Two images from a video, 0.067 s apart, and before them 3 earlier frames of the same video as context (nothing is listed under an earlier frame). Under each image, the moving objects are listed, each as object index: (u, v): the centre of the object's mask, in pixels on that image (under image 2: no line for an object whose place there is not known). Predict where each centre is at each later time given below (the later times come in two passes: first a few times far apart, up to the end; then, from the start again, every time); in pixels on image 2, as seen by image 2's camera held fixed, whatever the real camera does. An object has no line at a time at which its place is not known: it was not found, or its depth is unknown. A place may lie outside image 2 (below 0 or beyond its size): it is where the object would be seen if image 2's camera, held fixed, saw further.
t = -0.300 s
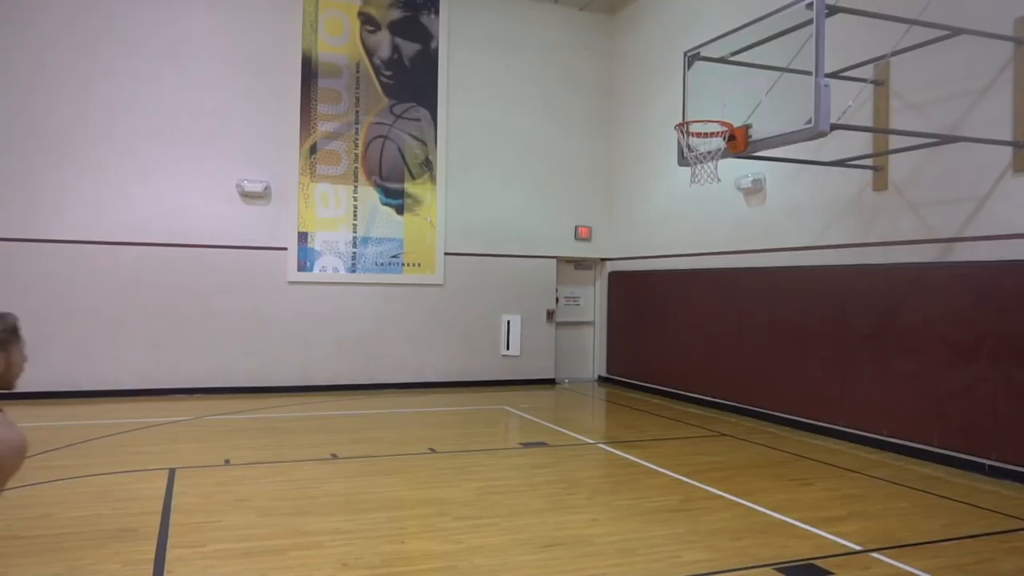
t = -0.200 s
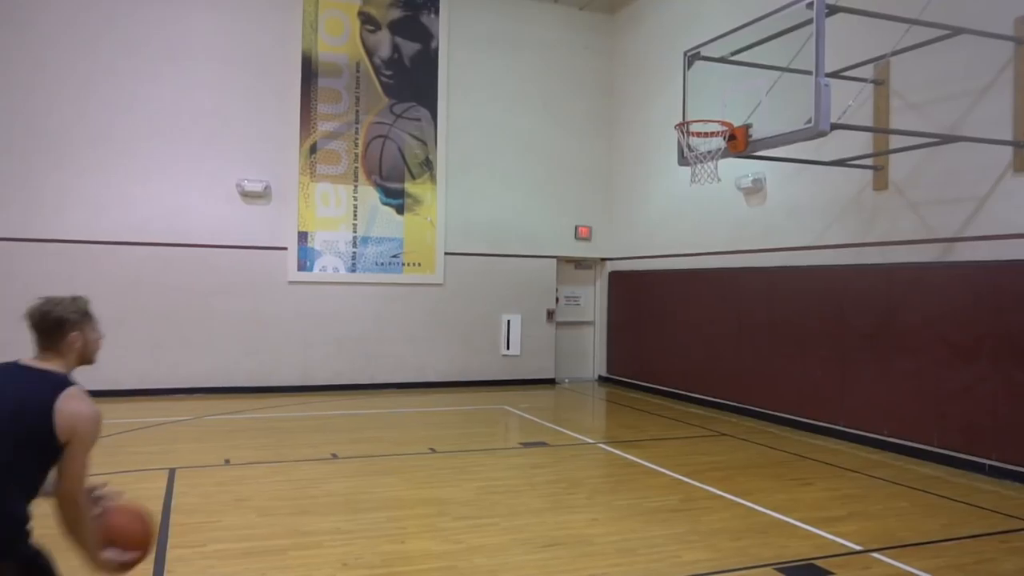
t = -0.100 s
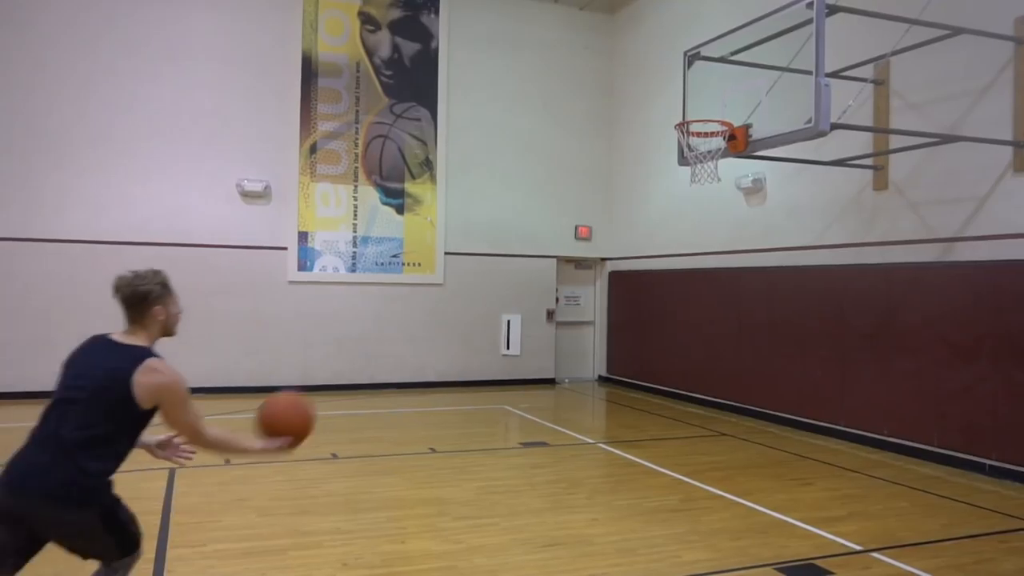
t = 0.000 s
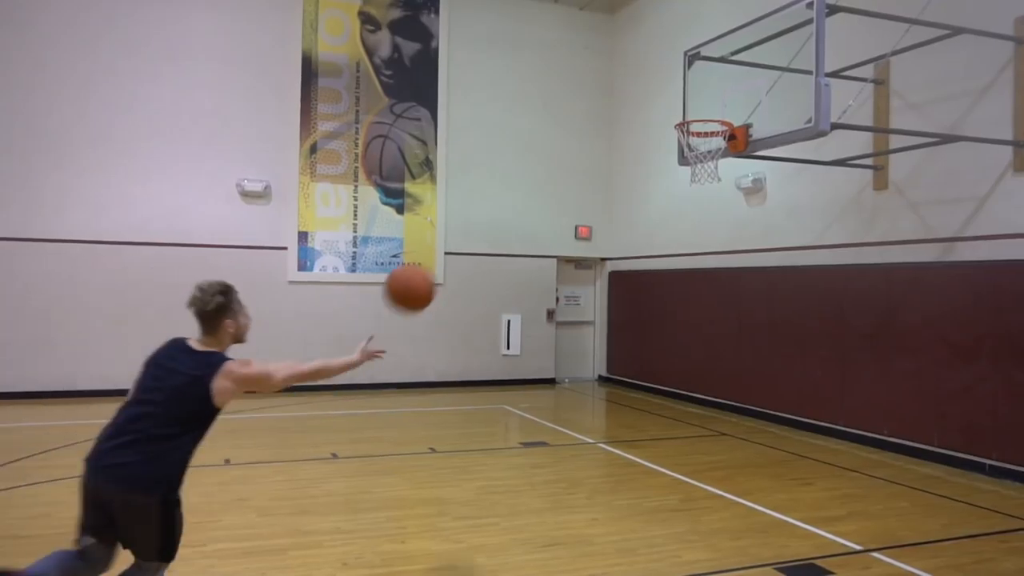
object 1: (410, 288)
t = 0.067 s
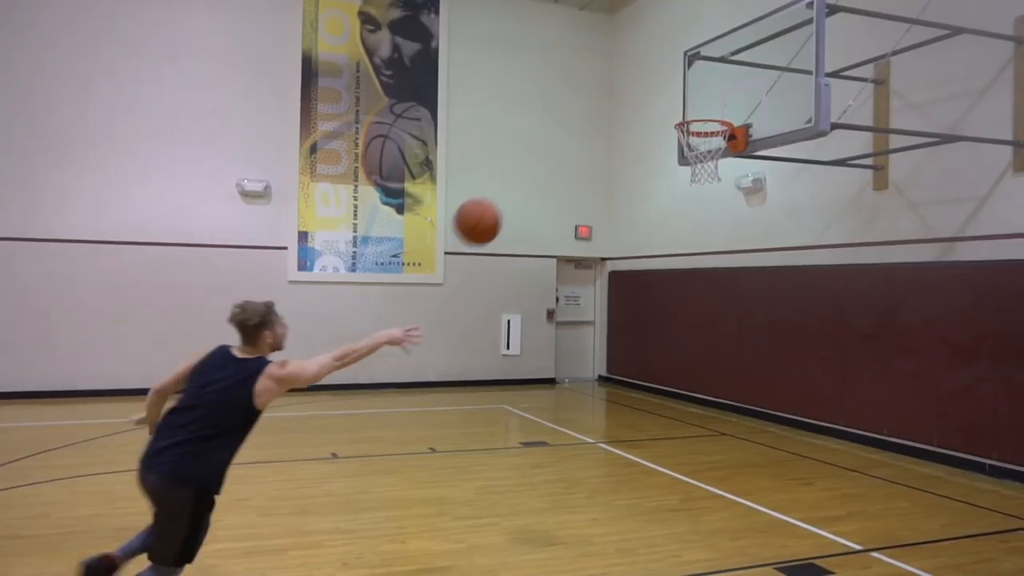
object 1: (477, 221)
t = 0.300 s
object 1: (652, 104)
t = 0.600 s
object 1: (783, 103)
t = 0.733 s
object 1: (707, 106)
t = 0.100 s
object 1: (508, 195)
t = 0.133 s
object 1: (536, 172)
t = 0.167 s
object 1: (563, 152)
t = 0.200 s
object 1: (587, 136)
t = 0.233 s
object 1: (610, 123)
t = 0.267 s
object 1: (632, 112)
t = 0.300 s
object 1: (652, 104)
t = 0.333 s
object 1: (671, 97)
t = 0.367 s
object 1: (689, 93)
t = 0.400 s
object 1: (706, 90)
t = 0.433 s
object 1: (722, 90)
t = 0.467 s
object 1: (737, 90)
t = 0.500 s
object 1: (752, 93)
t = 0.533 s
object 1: (766, 96)
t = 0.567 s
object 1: (779, 101)
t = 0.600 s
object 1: (783, 103)
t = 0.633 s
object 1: (764, 103)
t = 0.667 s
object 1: (746, 102)
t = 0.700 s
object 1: (727, 104)
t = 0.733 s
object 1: (707, 106)
